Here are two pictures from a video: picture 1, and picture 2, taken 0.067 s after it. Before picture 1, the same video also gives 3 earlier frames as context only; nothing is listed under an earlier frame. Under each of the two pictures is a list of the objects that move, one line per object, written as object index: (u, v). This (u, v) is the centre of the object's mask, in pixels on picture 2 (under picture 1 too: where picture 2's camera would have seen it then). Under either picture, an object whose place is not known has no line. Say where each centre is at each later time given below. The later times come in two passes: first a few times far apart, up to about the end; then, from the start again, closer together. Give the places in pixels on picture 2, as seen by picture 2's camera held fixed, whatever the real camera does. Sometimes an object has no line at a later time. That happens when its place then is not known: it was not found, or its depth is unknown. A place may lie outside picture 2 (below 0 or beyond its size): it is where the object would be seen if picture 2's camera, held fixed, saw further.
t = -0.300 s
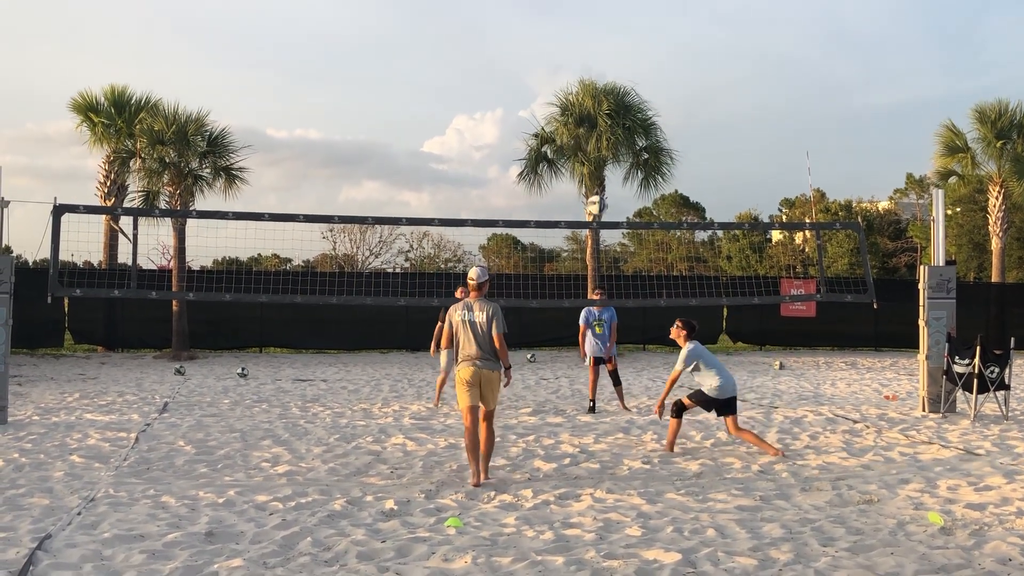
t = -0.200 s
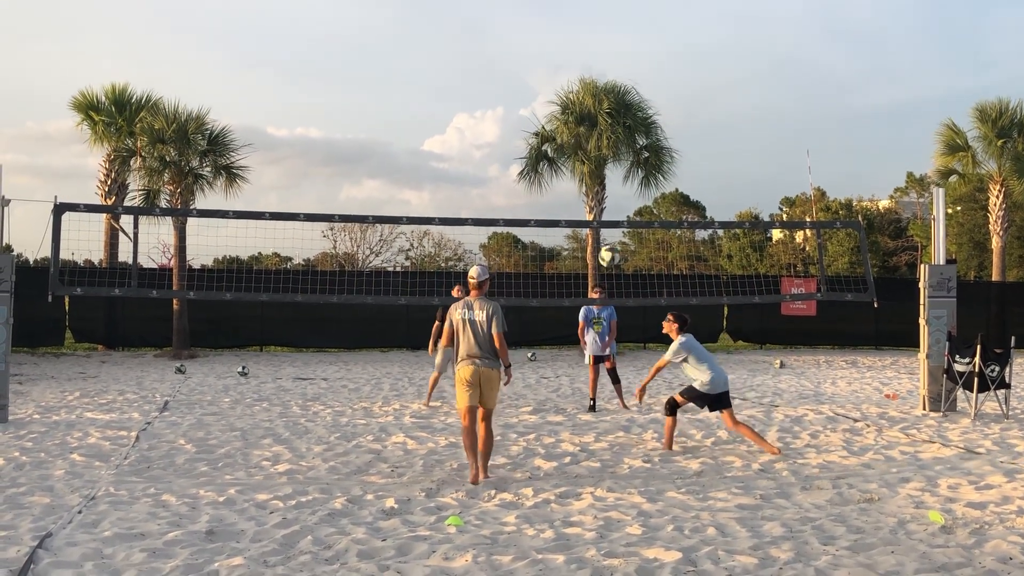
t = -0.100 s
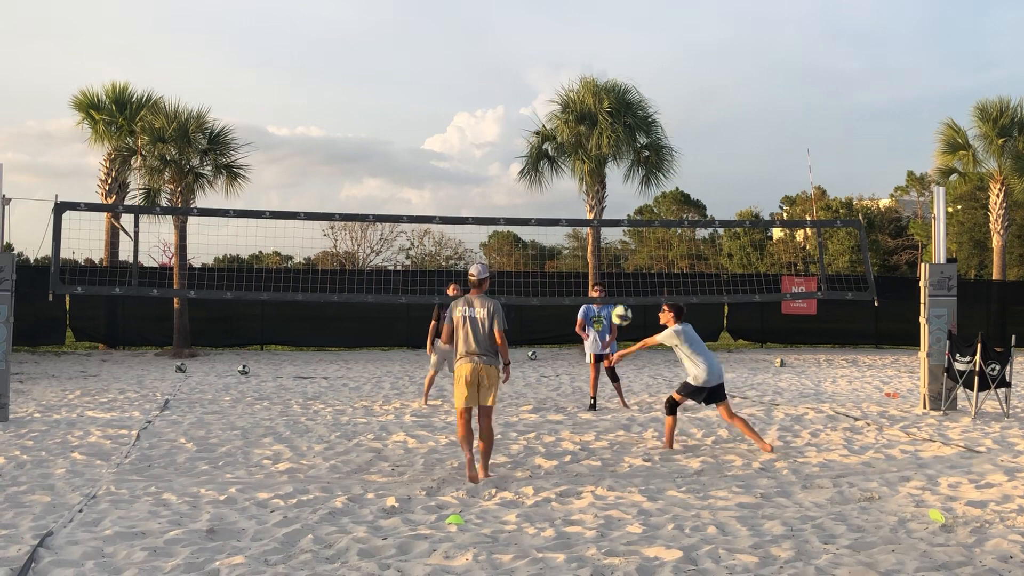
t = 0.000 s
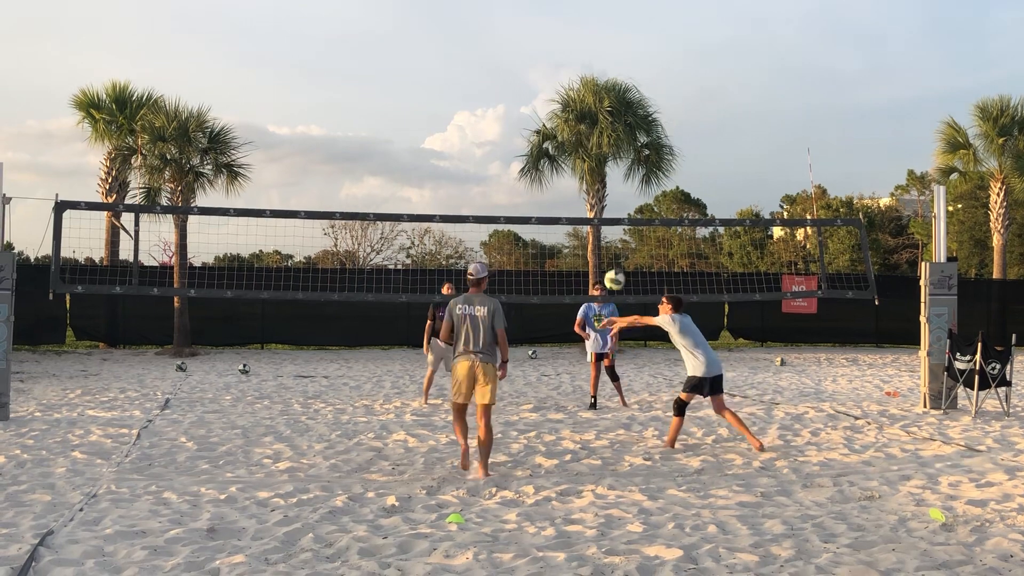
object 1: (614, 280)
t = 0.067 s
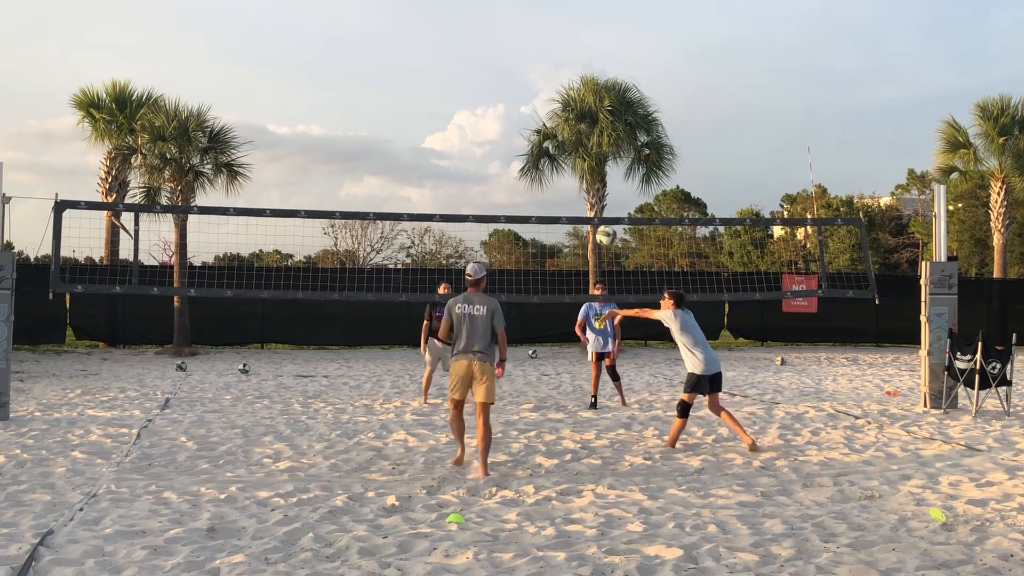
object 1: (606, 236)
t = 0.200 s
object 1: (590, 161)
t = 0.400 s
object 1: (569, 84)
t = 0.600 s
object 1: (548, 46)
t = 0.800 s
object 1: (528, 46)
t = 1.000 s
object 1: (510, 82)
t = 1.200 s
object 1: (495, 152)
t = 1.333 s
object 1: (485, 214)
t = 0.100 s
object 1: (602, 215)
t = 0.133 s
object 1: (597, 196)
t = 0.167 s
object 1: (594, 179)
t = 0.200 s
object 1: (590, 161)
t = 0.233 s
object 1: (587, 145)
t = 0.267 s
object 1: (583, 131)
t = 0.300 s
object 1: (579, 118)
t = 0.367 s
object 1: (572, 94)
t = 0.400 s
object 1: (569, 84)
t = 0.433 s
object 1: (565, 75)
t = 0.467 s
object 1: (561, 67)
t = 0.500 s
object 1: (558, 60)
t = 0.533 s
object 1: (555, 55)
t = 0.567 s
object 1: (551, 50)
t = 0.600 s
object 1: (548, 46)
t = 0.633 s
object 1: (544, 44)
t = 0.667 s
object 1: (541, 43)
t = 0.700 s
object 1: (538, 42)
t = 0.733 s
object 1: (535, 42)
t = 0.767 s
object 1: (531, 44)
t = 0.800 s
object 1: (528, 46)
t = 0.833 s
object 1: (526, 50)
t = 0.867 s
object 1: (522, 54)
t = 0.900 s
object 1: (519, 60)
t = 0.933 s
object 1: (516, 67)
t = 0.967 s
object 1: (513, 74)
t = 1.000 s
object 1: (510, 82)
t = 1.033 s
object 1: (508, 92)
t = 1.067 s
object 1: (505, 102)
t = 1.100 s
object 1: (502, 113)
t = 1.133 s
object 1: (500, 125)
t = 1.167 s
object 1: (497, 138)
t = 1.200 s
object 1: (495, 152)
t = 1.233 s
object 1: (493, 166)
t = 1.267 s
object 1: (490, 181)
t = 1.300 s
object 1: (487, 197)
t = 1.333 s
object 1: (485, 214)
